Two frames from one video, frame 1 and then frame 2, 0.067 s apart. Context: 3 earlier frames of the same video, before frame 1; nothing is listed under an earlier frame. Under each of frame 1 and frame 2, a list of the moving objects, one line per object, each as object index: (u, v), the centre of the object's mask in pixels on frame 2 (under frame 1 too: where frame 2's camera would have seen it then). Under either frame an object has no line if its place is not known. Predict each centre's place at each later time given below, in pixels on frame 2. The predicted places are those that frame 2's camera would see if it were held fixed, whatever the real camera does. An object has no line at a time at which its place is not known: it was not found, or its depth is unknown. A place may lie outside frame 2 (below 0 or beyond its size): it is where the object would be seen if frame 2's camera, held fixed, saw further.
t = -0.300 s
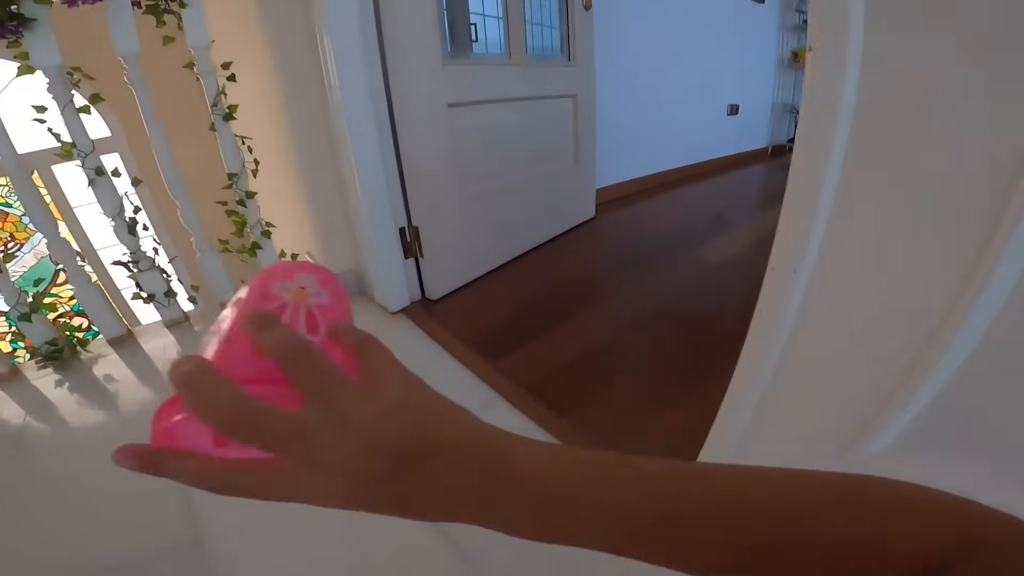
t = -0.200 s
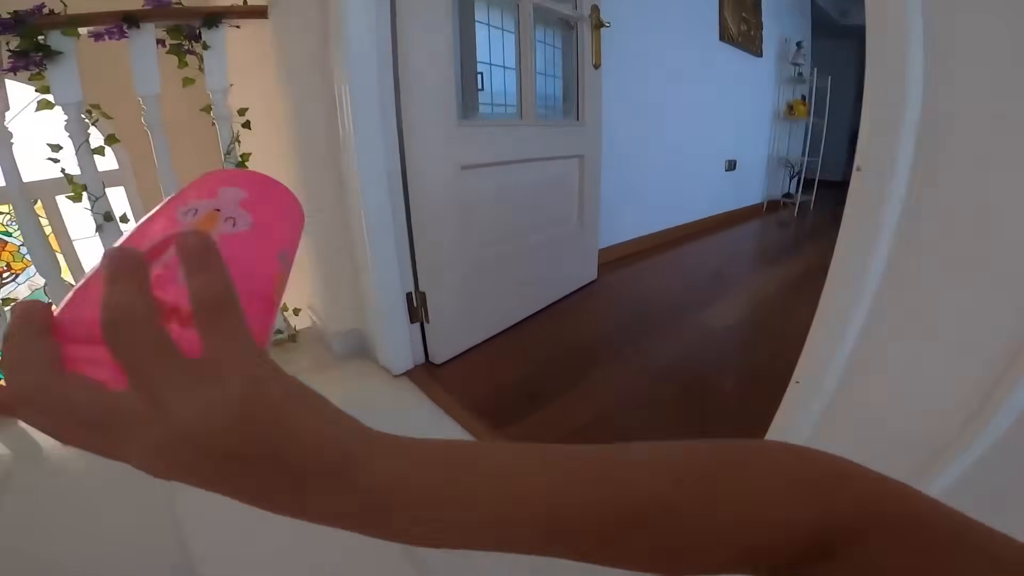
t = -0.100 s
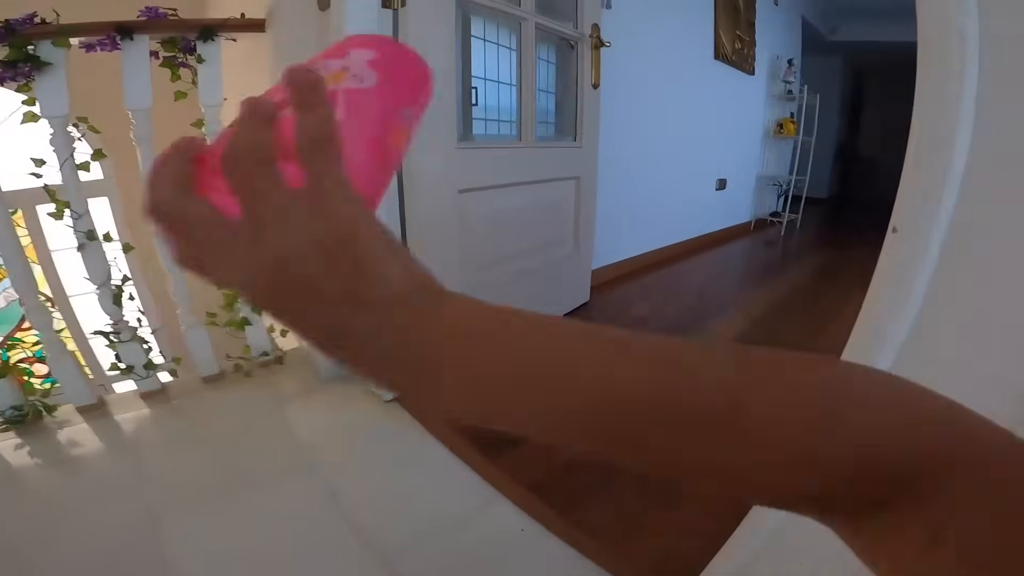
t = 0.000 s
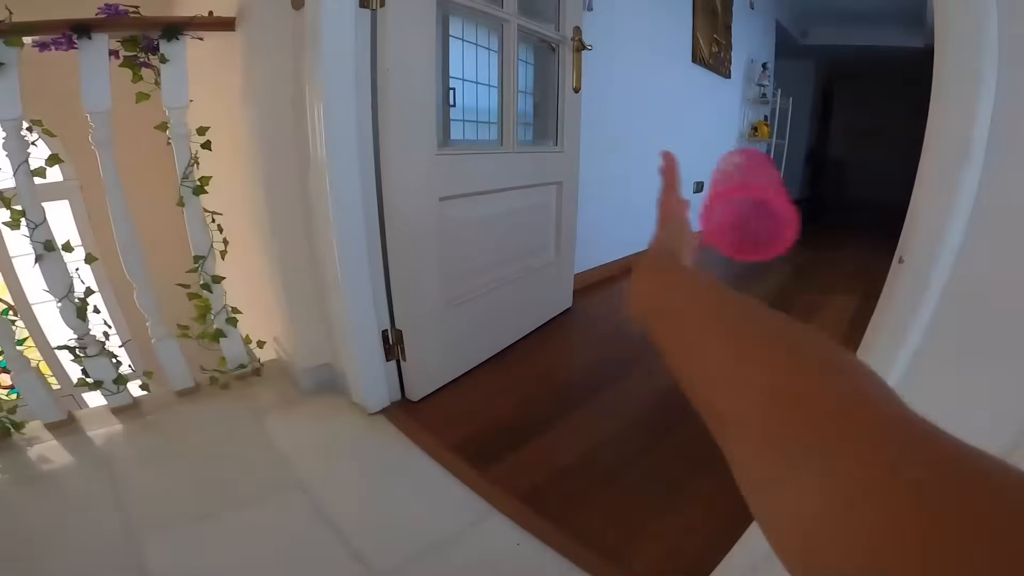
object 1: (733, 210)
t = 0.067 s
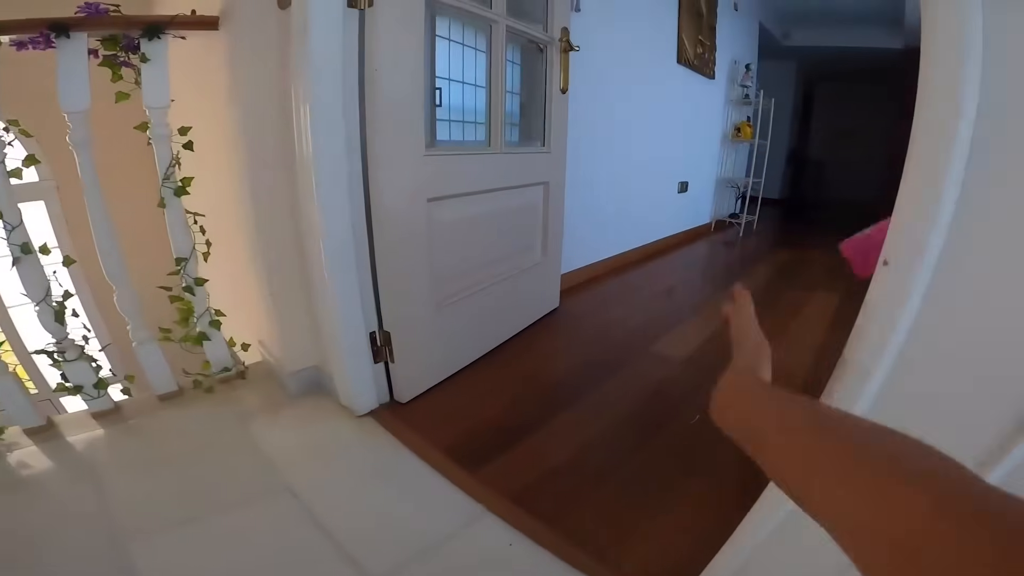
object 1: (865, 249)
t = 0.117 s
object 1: (869, 259)
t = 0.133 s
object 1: (849, 290)
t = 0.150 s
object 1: (840, 319)
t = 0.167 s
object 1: (838, 326)
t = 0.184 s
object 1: (823, 335)
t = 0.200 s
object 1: (805, 361)
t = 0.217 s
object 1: (798, 378)
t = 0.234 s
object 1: (778, 395)
